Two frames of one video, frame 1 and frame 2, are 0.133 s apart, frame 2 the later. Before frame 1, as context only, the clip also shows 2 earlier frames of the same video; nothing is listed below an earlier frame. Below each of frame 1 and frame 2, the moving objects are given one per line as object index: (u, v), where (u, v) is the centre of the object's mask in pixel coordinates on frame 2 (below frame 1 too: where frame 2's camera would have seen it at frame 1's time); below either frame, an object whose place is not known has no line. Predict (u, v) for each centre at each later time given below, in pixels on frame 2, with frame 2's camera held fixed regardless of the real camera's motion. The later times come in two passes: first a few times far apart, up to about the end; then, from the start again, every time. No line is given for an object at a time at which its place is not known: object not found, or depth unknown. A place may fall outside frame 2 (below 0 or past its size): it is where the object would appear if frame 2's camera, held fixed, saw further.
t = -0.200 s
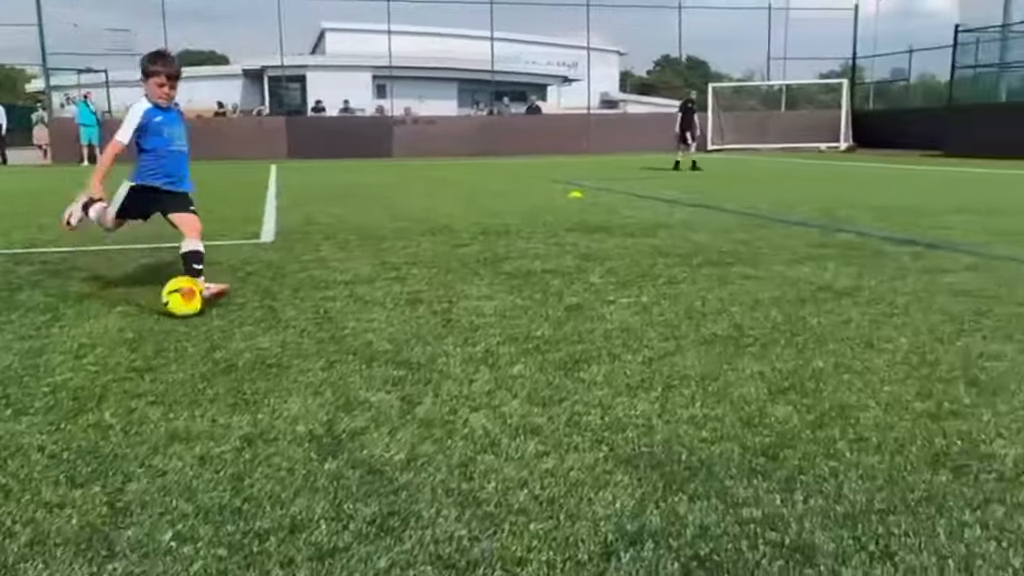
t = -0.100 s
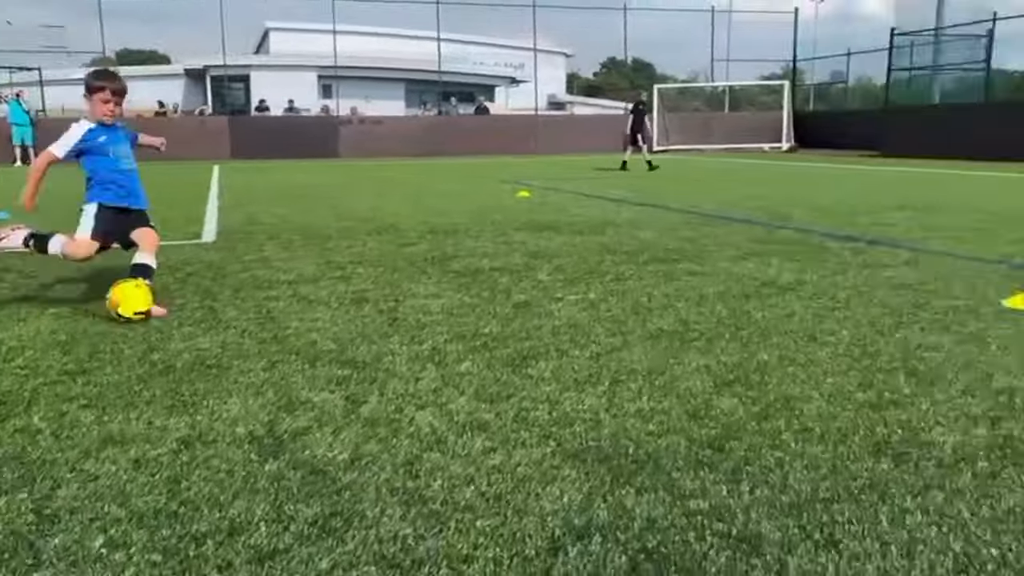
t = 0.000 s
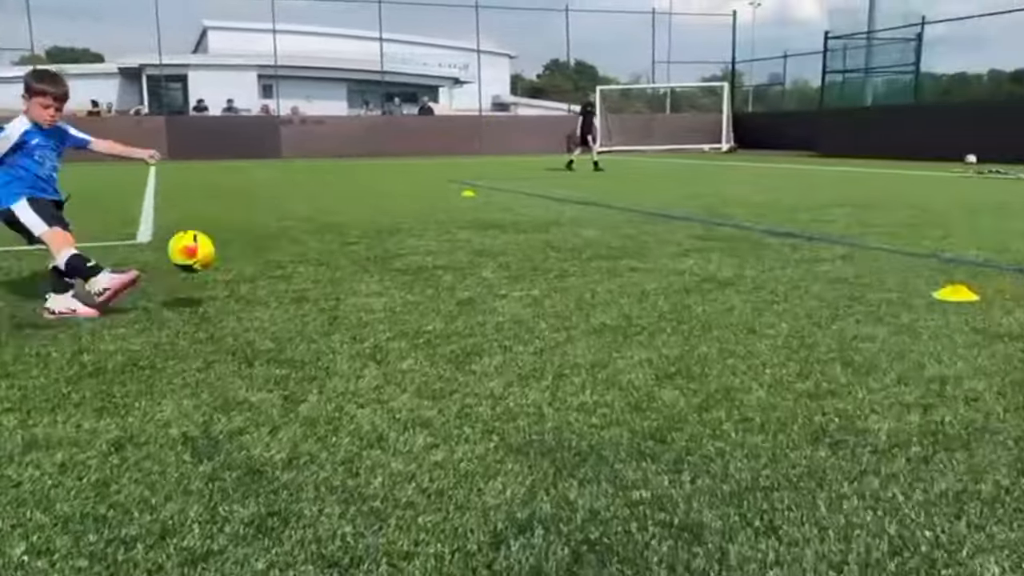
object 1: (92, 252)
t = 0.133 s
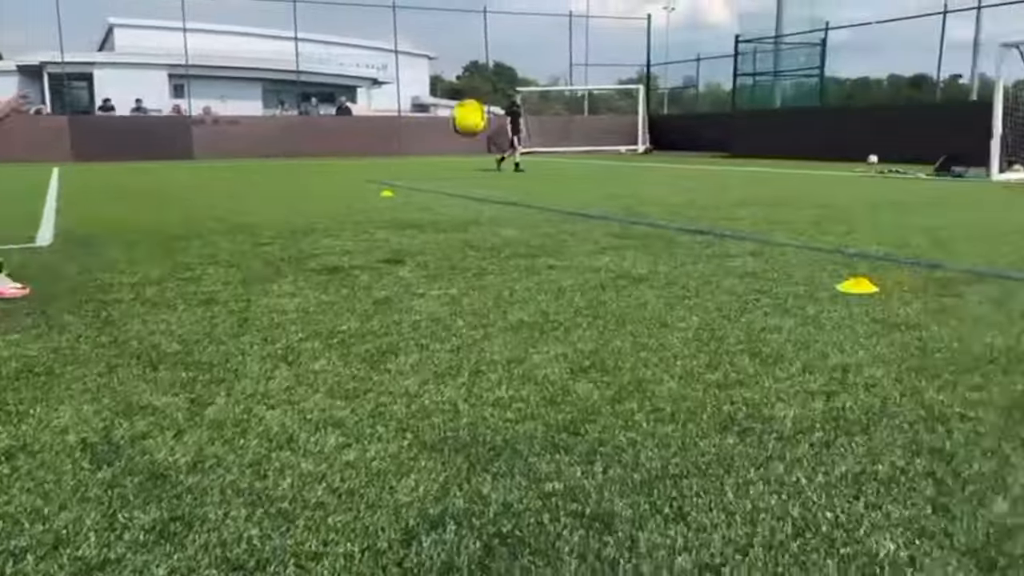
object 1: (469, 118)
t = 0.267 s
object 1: (725, 43)
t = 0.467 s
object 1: (985, 5)
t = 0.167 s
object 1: (542, 93)
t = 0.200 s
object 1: (608, 73)
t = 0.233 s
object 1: (668, 57)
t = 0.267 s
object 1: (725, 43)
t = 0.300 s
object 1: (777, 30)
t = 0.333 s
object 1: (824, 22)
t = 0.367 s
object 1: (870, 16)
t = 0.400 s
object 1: (911, 11)
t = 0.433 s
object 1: (949, 8)
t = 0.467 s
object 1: (985, 5)
